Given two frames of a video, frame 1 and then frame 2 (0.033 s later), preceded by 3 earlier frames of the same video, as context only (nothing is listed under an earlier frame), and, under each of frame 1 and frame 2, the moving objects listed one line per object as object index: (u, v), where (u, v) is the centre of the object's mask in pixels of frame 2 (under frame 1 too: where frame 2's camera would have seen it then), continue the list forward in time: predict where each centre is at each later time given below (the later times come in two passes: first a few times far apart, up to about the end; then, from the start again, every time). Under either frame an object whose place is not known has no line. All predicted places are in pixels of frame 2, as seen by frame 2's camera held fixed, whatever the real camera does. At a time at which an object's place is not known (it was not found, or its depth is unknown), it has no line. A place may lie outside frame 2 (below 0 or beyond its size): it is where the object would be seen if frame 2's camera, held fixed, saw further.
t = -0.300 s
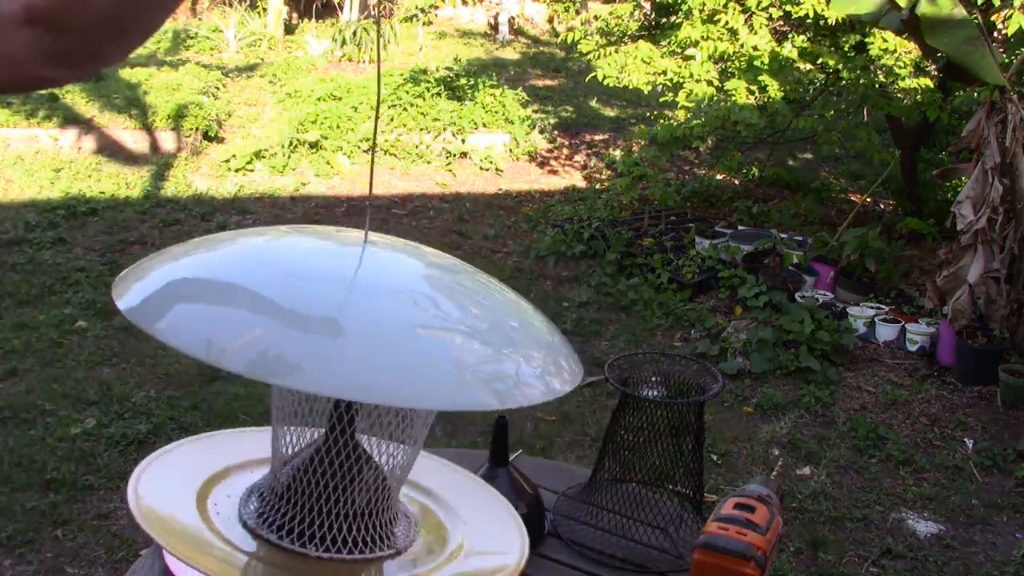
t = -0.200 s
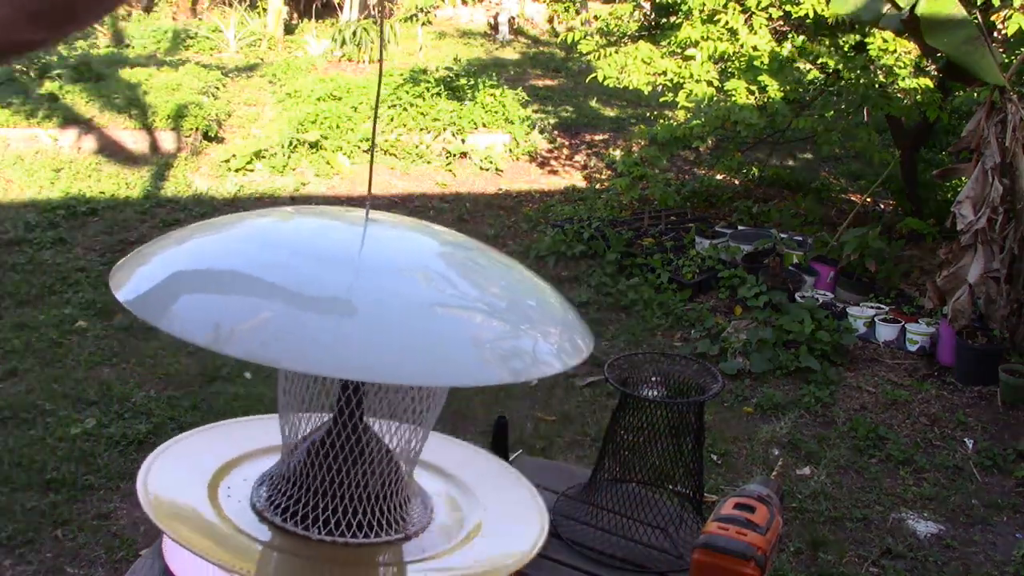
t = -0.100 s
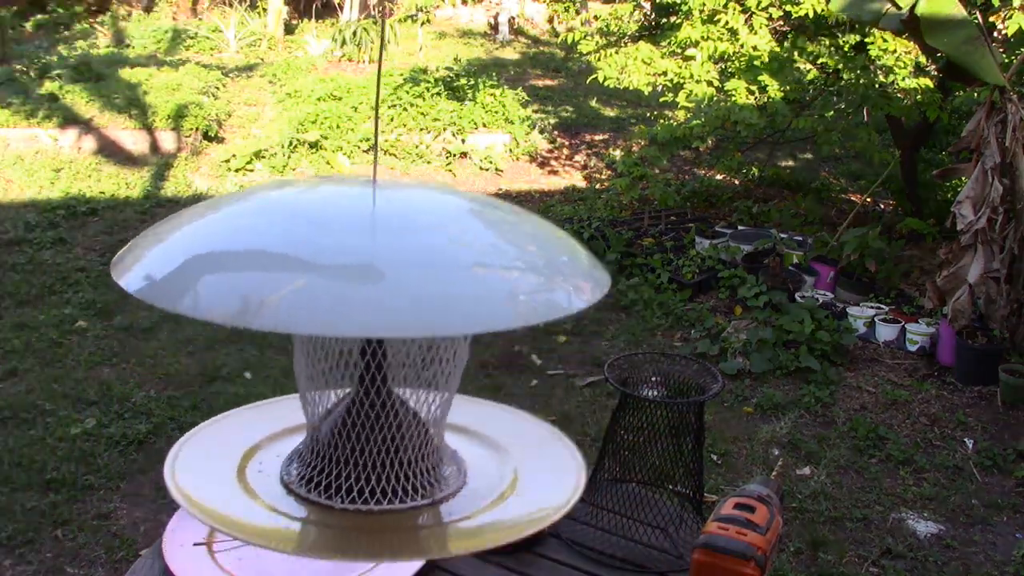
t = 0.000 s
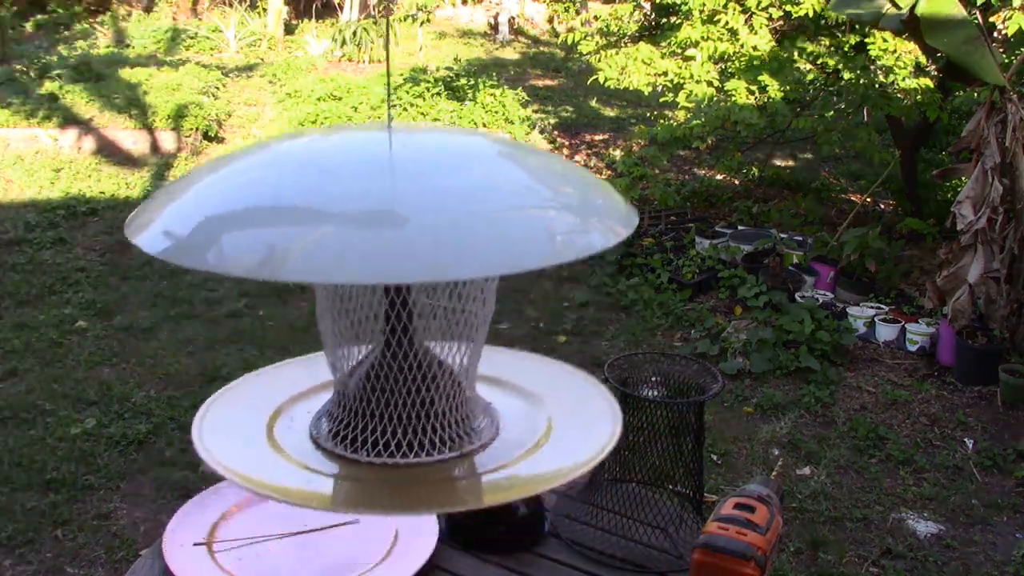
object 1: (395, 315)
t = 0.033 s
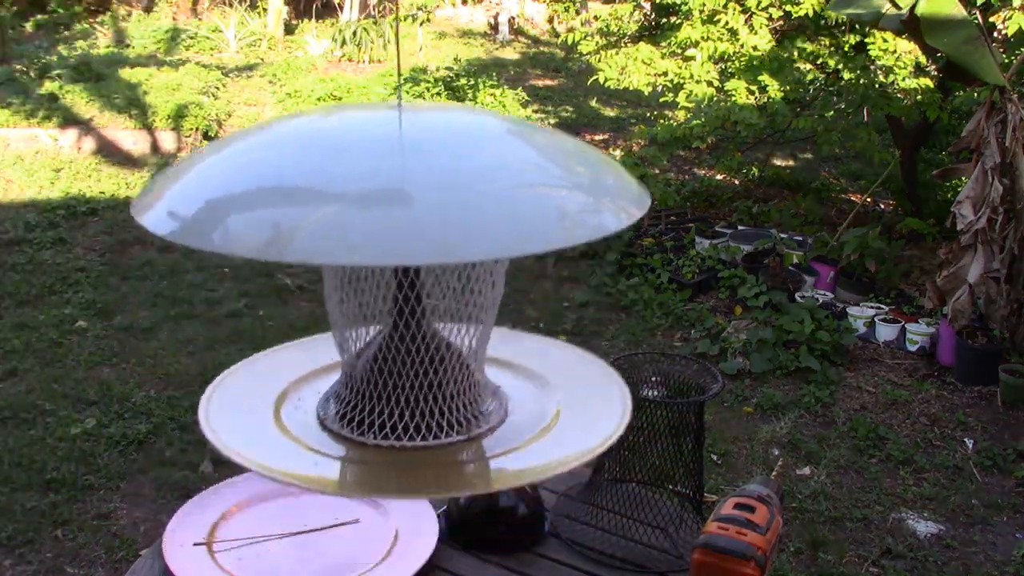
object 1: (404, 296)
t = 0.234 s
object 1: (449, 213)
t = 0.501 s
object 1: (472, 180)
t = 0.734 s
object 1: (458, 190)
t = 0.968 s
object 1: (440, 196)
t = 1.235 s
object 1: (442, 222)
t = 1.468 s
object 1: (445, 237)
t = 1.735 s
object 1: (443, 252)
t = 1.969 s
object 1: (437, 268)
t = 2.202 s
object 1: (430, 287)
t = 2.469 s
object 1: (434, 293)
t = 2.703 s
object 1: (441, 285)
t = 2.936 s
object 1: (447, 266)
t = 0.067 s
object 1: (412, 277)
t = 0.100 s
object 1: (421, 261)
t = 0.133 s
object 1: (429, 246)
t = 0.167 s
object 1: (436, 234)
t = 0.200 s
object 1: (443, 223)
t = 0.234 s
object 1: (449, 213)
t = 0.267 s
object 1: (455, 203)
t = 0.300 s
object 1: (459, 197)
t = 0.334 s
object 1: (463, 193)
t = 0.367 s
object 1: (466, 189)
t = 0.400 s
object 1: (468, 185)
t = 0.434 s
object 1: (470, 182)
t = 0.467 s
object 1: (471, 181)
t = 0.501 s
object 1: (472, 180)
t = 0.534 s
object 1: (472, 180)
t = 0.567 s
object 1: (471, 181)
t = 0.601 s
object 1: (470, 184)
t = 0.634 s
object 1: (468, 185)
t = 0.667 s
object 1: (465, 187)
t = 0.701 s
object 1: (461, 189)
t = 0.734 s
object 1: (458, 190)
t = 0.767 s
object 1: (455, 191)
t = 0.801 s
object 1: (451, 192)
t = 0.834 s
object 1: (449, 193)
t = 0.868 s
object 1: (446, 194)
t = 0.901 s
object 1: (444, 195)
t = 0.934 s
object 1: (442, 196)
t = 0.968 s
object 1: (440, 196)
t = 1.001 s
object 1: (439, 197)
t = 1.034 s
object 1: (438, 198)
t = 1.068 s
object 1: (438, 201)
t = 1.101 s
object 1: (439, 206)
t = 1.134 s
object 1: (439, 210)
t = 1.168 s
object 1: (440, 215)
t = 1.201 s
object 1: (441, 219)
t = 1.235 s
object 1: (442, 222)
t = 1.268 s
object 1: (443, 225)
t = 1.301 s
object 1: (444, 227)
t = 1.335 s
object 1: (445, 229)
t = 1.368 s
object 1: (445, 231)
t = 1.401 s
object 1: (445, 233)
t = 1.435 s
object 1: (445, 235)
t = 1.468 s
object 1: (445, 237)
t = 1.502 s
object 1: (445, 239)
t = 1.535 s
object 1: (445, 241)
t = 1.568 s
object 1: (445, 242)
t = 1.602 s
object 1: (444, 244)
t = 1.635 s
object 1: (444, 246)
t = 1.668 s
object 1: (444, 248)
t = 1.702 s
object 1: (443, 250)
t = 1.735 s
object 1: (443, 252)
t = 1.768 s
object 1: (442, 254)
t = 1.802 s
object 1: (442, 256)
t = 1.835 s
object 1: (441, 259)
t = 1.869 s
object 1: (441, 261)
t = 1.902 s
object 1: (439, 263)
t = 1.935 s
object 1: (438, 266)
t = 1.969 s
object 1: (437, 268)
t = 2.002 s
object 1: (436, 271)
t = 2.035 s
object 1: (435, 274)
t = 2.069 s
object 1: (433, 277)
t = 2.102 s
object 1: (432, 279)
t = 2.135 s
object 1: (431, 282)
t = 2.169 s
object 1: (430, 284)
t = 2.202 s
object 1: (430, 287)
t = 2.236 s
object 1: (429, 289)
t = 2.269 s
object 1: (429, 292)
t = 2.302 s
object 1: (430, 293)
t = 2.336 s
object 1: (430, 293)
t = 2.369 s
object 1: (431, 294)
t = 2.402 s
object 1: (432, 294)
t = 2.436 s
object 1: (433, 294)
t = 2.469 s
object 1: (434, 293)
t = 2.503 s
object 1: (434, 292)
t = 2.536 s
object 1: (435, 290)
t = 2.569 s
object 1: (437, 290)
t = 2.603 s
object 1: (438, 288)
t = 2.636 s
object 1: (439, 287)
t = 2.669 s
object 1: (440, 286)
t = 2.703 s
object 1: (441, 285)
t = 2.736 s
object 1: (442, 284)
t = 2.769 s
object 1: (443, 282)
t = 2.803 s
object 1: (444, 279)
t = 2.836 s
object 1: (445, 276)
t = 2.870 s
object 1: (446, 273)
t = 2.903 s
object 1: (446, 269)
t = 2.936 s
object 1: (447, 266)
